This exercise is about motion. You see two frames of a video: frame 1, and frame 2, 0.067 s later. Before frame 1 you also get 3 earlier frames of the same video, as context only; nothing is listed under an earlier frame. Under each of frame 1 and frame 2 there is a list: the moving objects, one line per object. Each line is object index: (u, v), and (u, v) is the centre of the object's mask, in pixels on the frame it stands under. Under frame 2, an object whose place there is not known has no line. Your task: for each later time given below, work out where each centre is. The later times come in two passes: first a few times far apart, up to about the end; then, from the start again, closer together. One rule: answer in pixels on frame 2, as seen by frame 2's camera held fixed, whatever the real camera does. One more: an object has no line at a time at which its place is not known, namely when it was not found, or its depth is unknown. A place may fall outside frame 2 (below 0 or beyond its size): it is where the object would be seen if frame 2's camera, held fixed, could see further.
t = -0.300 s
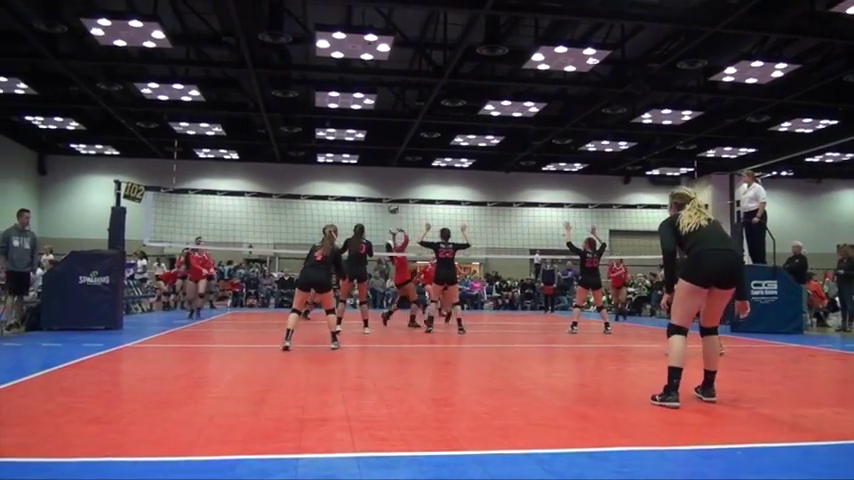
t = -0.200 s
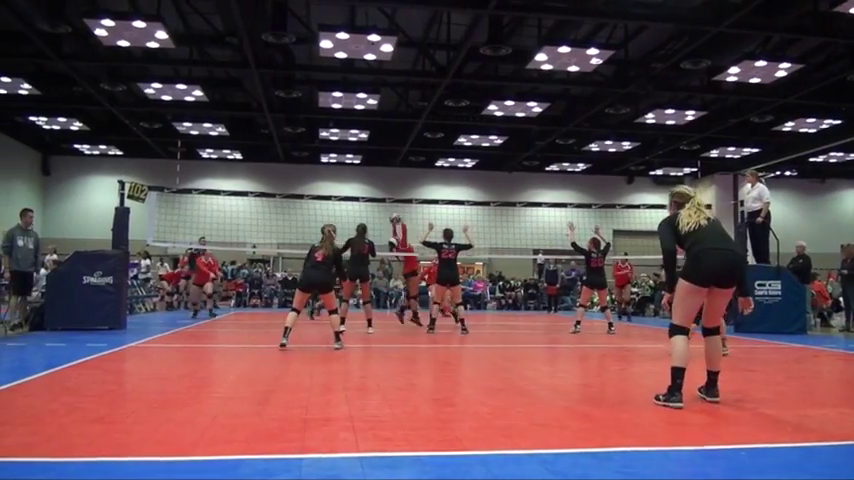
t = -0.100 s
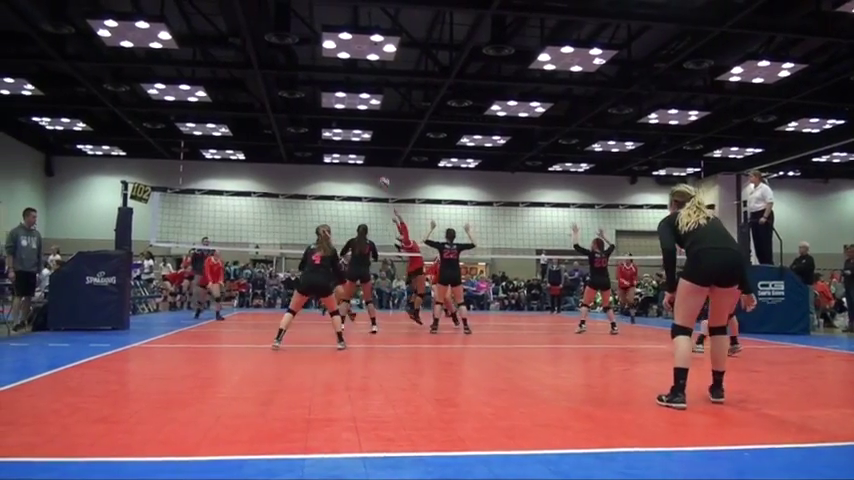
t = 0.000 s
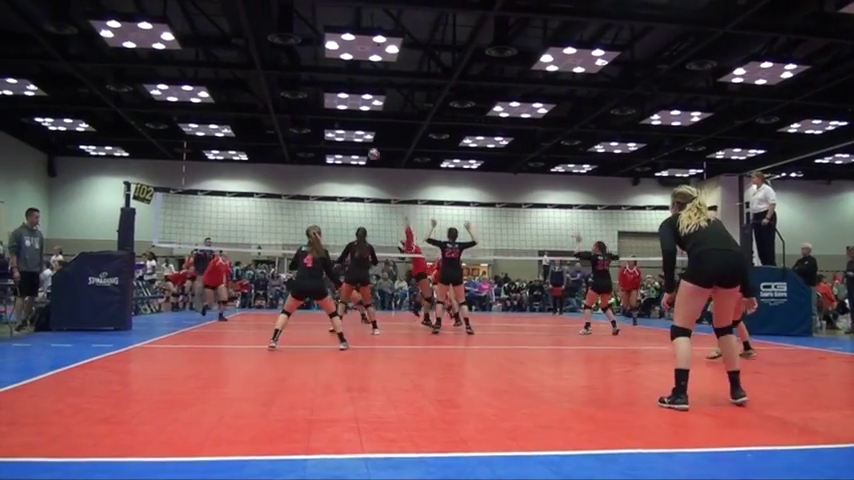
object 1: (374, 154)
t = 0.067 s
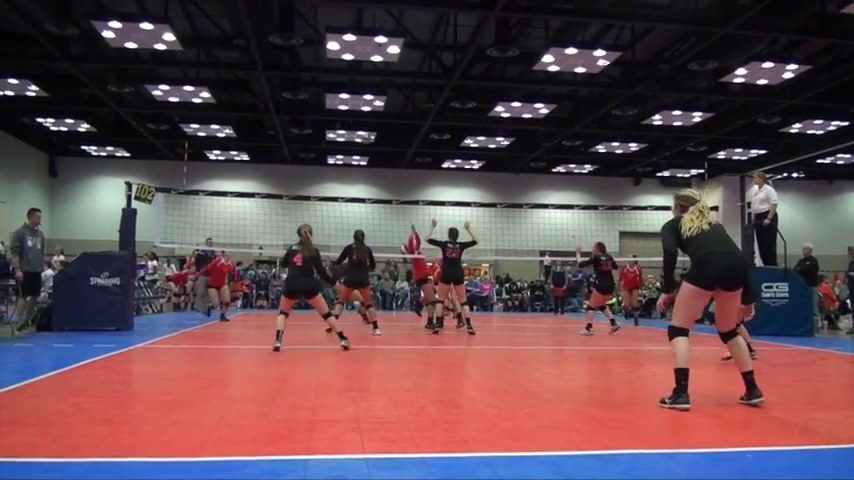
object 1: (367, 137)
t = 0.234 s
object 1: (343, 108)
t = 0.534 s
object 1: (305, 90)
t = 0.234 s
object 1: (343, 108)
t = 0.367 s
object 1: (326, 94)
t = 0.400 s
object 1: (322, 92)
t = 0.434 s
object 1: (318, 91)
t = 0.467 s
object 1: (314, 90)
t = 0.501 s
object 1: (309, 90)
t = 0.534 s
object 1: (305, 90)
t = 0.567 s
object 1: (301, 91)
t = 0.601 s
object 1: (297, 92)
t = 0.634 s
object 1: (292, 95)
